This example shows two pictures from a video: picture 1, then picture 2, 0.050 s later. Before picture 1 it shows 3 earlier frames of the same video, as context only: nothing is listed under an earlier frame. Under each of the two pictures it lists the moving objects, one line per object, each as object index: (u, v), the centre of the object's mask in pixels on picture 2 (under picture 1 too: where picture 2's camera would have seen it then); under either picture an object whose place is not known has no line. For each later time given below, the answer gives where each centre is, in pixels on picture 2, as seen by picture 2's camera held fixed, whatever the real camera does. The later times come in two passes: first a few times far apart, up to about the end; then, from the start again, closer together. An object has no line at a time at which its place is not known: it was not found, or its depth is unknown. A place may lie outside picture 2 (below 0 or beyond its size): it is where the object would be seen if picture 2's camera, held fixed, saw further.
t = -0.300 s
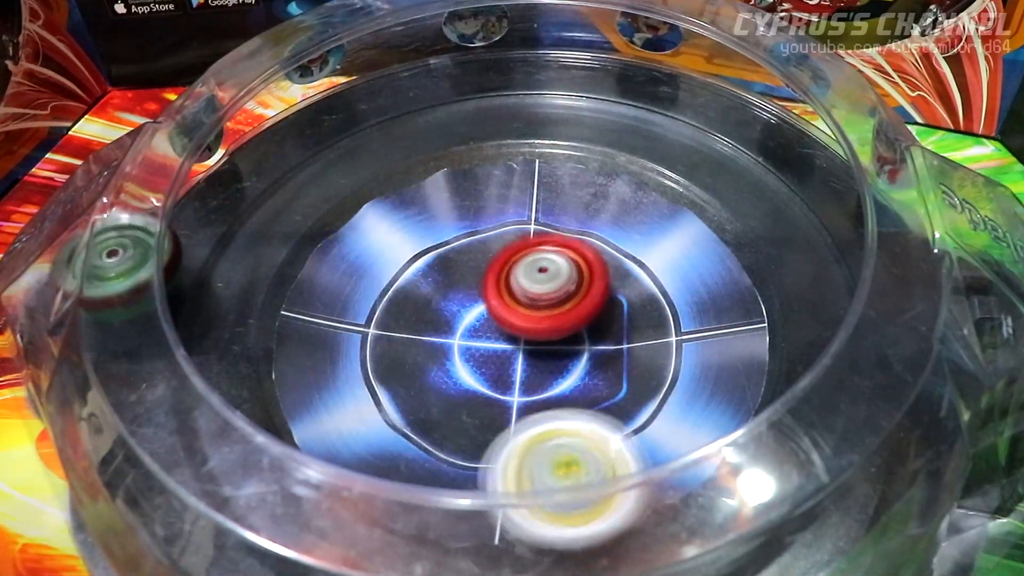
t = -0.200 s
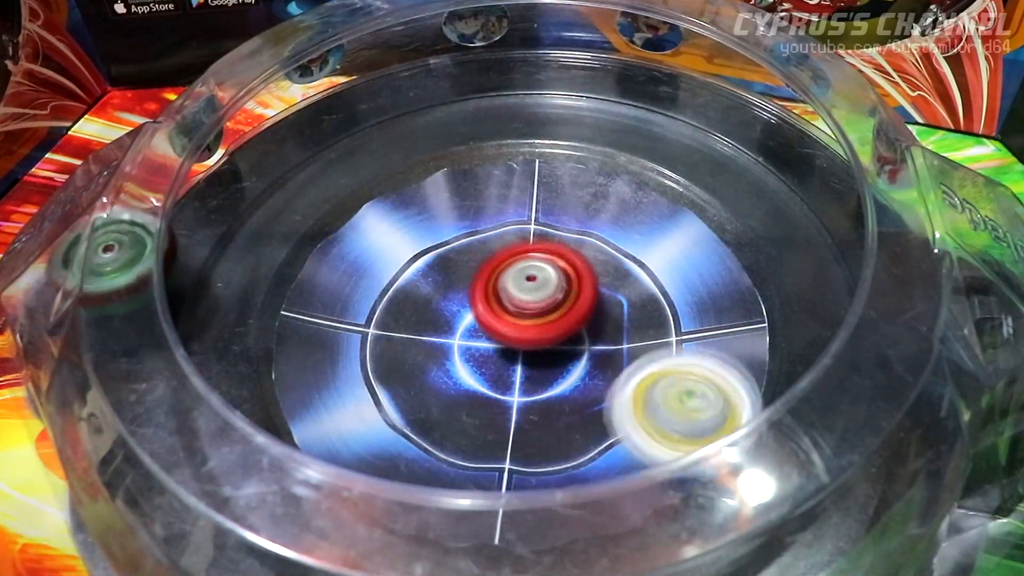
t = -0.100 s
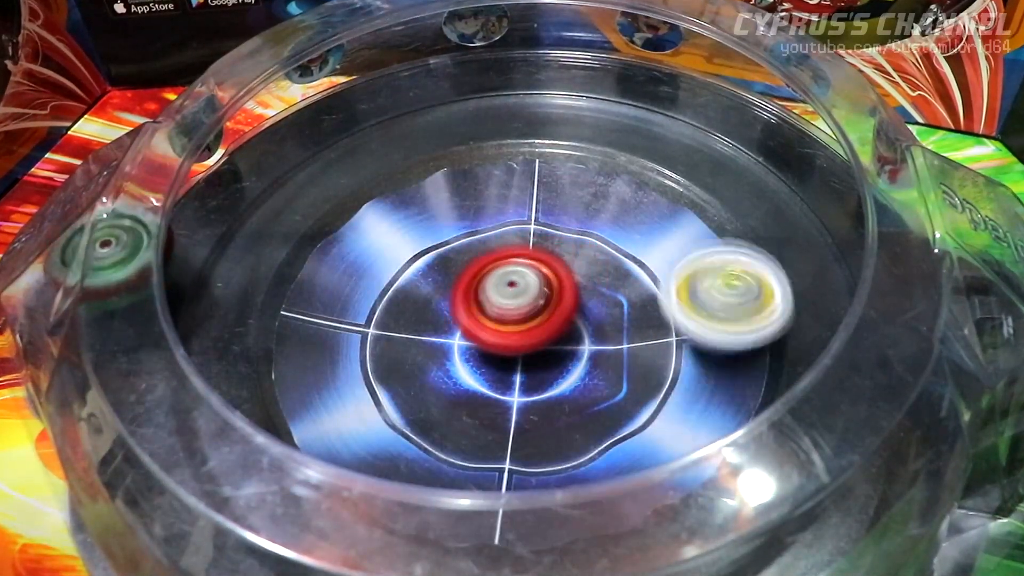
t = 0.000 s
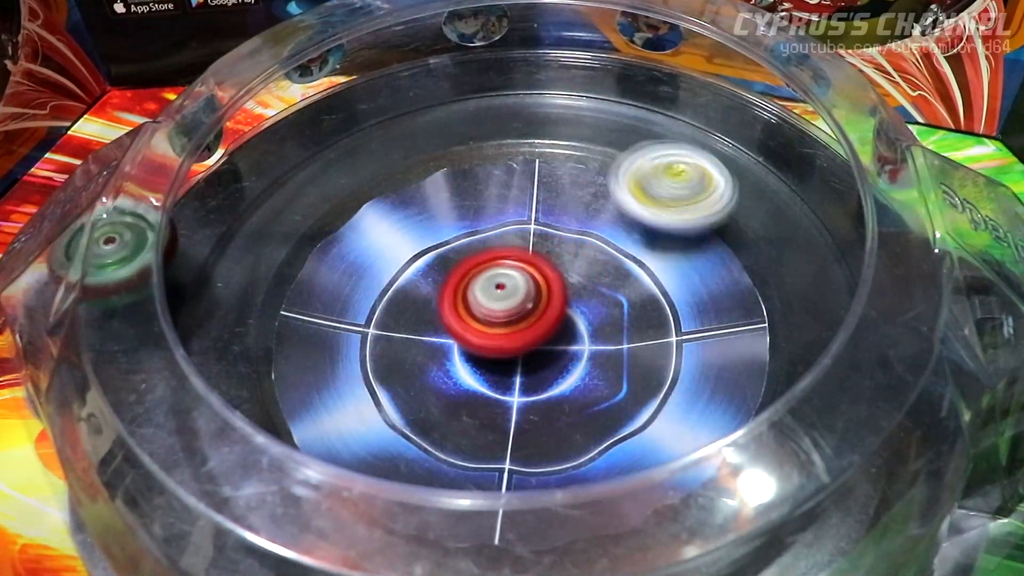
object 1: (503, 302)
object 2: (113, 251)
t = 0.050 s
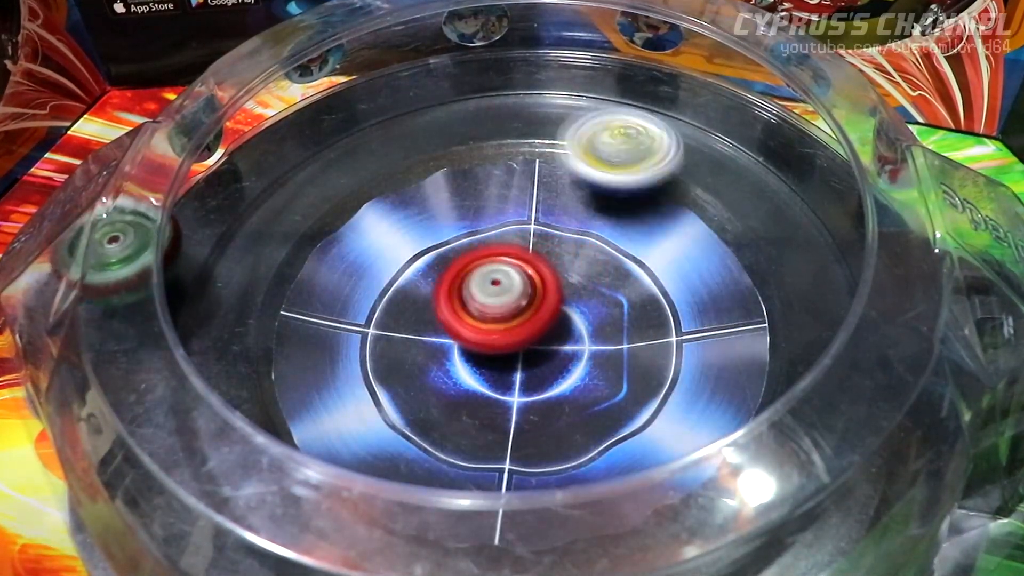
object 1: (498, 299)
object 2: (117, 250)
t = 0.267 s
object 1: (508, 275)
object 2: (136, 245)
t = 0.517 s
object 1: (518, 309)
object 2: (144, 272)
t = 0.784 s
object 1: (465, 305)
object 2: (232, 310)
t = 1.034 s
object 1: (516, 290)
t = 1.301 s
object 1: (601, 310)
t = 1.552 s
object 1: (681, 274)
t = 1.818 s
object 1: (596, 256)
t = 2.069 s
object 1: (503, 306)
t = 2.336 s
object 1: (495, 289)
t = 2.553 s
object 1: (553, 286)
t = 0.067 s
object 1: (497, 297)
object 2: (118, 249)
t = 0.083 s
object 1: (495, 295)
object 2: (120, 249)
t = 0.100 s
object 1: (494, 293)
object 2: (121, 247)
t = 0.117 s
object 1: (493, 290)
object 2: (123, 248)
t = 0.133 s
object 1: (494, 288)
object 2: (125, 247)
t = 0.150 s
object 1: (494, 285)
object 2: (125, 247)
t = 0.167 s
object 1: (495, 282)
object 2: (126, 246)
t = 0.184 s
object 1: (498, 280)
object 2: (127, 246)
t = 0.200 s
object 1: (500, 279)
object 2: (134, 243)
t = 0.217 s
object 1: (502, 277)
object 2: (133, 246)
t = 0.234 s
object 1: (505, 276)
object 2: (134, 246)
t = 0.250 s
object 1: (506, 275)
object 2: (135, 246)
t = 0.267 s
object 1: (508, 275)
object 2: (136, 245)
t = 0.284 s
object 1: (510, 275)
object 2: (138, 245)
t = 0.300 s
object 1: (512, 275)
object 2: (138, 245)
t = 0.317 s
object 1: (514, 277)
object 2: (141, 246)
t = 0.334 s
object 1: (517, 278)
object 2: (141, 245)
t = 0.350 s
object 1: (519, 280)
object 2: (144, 245)
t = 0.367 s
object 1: (520, 282)
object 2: (146, 244)
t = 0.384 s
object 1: (522, 285)
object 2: (137, 248)
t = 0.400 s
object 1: (522, 288)
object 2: (124, 250)
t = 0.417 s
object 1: (523, 292)
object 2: (100, 260)
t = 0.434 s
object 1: (523, 295)
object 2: (92, 281)
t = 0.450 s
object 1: (523, 298)
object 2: (93, 285)
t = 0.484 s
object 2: (127, 280)
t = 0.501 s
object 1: (520, 306)
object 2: (135, 272)
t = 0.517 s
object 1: (518, 309)
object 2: (144, 272)
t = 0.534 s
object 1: (517, 311)
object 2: (163, 276)
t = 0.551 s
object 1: (516, 313)
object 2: (173, 277)
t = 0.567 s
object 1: (513, 314)
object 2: (188, 280)
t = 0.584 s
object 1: (511, 315)
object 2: (197, 279)
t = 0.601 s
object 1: (508, 316)
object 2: (203, 279)
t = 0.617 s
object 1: (504, 318)
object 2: (211, 282)
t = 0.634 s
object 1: (500, 318)
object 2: (215, 287)
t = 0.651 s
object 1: (496, 319)
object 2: (216, 290)
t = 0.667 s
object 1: (491, 319)
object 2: (219, 294)
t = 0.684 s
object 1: (486, 318)
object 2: (222, 297)
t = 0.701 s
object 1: (480, 317)
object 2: (224, 299)
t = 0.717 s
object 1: (476, 316)
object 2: (226, 302)
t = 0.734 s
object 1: (471, 313)
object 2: (227, 304)
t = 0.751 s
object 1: (468, 310)
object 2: (229, 306)
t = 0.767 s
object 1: (466, 308)
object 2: (231, 308)
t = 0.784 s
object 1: (465, 305)
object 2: (232, 310)
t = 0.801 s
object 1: (465, 302)
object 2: (234, 313)
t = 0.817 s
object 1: (465, 299)
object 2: (235, 315)
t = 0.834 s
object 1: (466, 297)
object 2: (236, 318)
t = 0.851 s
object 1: (468, 294)
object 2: (240, 322)
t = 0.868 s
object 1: (470, 292)
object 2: (243, 327)
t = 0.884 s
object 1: (473, 290)
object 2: (248, 333)
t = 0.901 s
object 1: (476, 289)
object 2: (256, 338)
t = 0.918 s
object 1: (480, 287)
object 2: (265, 346)
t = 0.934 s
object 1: (485, 286)
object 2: (273, 350)
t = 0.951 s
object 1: (490, 286)
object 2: (284, 357)
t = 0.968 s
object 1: (495, 286)
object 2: (294, 362)
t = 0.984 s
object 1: (501, 286)
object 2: (304, 367)
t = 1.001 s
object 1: (506, 287)
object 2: (317, 374)
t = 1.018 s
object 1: (511, 289)
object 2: (330, 381)
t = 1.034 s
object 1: (516, 290)
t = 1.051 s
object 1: (520, 292)
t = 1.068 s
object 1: (524, 294)
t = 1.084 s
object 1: (527, 297)
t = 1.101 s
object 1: (529, 299)
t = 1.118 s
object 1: (530, 302)
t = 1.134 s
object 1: (530, 305)
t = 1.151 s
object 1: (534, 308)
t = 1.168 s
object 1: (545, 307)
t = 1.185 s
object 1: (556, 307)
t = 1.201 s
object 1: (565, 307)
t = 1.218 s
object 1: (573, 307)
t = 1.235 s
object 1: (580, 307)
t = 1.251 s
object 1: (585, 308)
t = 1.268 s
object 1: (590, 309)
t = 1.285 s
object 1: (593, 310)
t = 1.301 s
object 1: (601, 310)
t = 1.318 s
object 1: (612, 307)
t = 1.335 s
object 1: (621, 305)
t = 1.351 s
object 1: (628, 302)
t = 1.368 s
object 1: (635, 302)
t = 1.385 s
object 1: (639, 301)
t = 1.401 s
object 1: (641, 301)
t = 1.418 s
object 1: (642, 302)
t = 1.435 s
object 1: (642, 303)
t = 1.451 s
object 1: (642, 305)
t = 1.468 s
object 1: (642, 306)
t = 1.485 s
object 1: (656, 303)
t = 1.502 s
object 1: (671, 298)
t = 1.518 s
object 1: (678, 291)
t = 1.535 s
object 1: (681, 283)
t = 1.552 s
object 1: (681, 274)
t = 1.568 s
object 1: (681, 266)
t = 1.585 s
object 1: (680, 259)
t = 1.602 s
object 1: (678, 254)
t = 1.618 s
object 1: (675, 249)
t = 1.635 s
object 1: (671, 246)
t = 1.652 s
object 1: (667, 243)
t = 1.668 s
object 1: (662, 242)
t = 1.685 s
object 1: (657, 241)
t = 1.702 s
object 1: (651, 240)
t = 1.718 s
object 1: (645, 241)
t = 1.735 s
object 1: (638, 242)
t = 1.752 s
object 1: (630, 244)
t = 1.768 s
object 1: (623, 246)
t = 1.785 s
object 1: (615, 248)
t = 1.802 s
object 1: (606, 252)
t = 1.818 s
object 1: (596, 256)
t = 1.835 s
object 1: (588, 260)
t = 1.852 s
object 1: (578, 264)
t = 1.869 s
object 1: (568, 270)
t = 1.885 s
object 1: (557, 274)
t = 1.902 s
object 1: (547, 279)
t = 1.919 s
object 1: (537, 283)
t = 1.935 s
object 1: (527, 286)
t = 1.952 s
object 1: (520, 290)
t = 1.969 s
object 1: (518, 292)
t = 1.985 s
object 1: (516, 296)
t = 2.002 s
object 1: (514, 299)
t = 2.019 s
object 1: (512, 301)
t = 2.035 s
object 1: (509, 304)
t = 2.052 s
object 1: (506, 305)
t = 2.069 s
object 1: (503, 306)
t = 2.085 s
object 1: (500, 306)
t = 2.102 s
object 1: (497, 306)
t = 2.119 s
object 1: (494, 306)
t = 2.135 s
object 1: (491, 305)
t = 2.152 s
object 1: (493, 304)
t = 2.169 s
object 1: (496, 305)
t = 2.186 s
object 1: (498, 305)
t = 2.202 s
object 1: (499, 304)
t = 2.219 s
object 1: (500, 303)
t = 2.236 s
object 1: (501, 302)
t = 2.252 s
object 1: (501, 301)
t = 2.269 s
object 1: (500, 299)
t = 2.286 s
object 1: (499, 297)
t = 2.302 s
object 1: (499, 295)
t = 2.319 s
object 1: (497, 292)
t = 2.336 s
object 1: (495, 289)
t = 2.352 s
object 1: (501, 286)
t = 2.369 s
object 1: (510, 283)
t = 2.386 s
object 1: (517, 280)
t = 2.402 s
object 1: (523, 277)
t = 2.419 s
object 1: (529, 275)
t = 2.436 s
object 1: (534, 274)
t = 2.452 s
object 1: (538, 274)
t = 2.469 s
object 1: (542, 274)
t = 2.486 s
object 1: (545, 274)
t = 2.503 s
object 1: (548, 276)
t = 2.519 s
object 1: (550, 279)
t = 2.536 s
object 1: (552, 282)
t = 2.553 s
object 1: (553, 286)
